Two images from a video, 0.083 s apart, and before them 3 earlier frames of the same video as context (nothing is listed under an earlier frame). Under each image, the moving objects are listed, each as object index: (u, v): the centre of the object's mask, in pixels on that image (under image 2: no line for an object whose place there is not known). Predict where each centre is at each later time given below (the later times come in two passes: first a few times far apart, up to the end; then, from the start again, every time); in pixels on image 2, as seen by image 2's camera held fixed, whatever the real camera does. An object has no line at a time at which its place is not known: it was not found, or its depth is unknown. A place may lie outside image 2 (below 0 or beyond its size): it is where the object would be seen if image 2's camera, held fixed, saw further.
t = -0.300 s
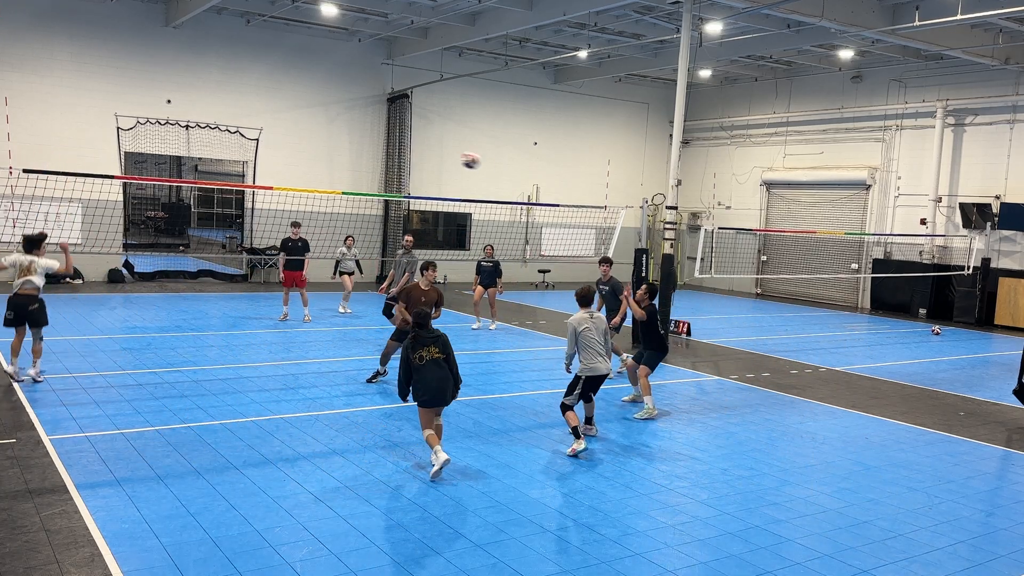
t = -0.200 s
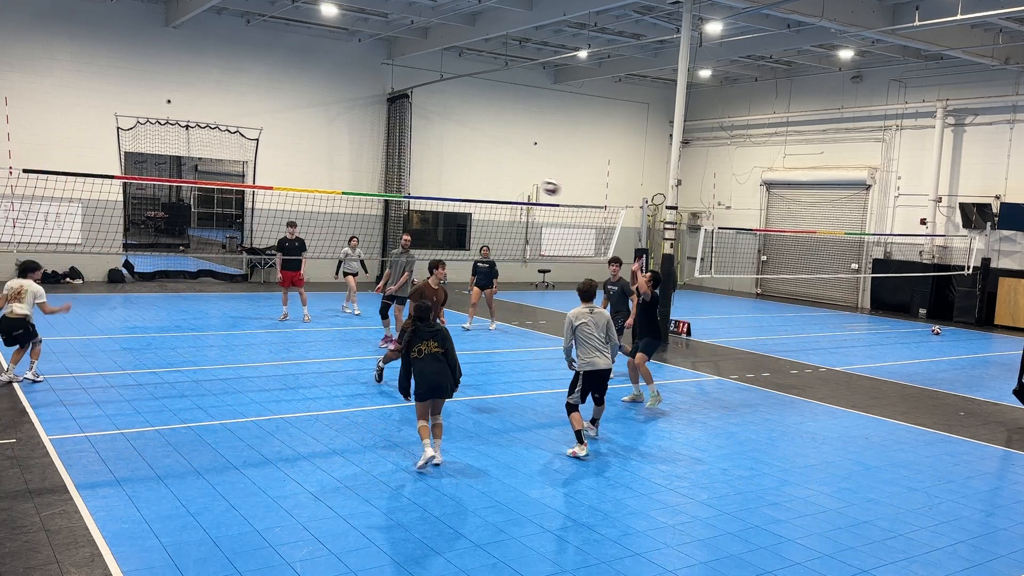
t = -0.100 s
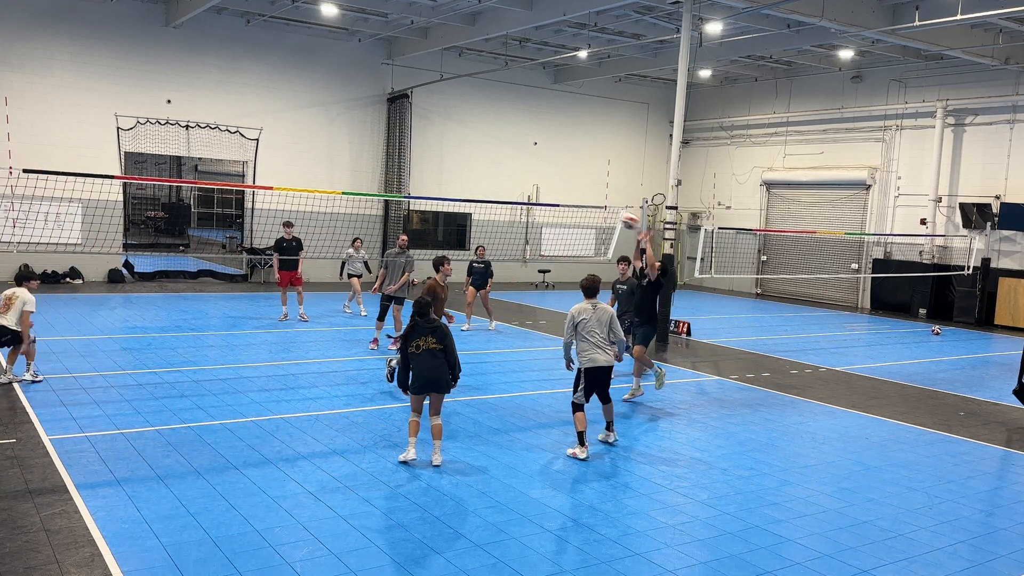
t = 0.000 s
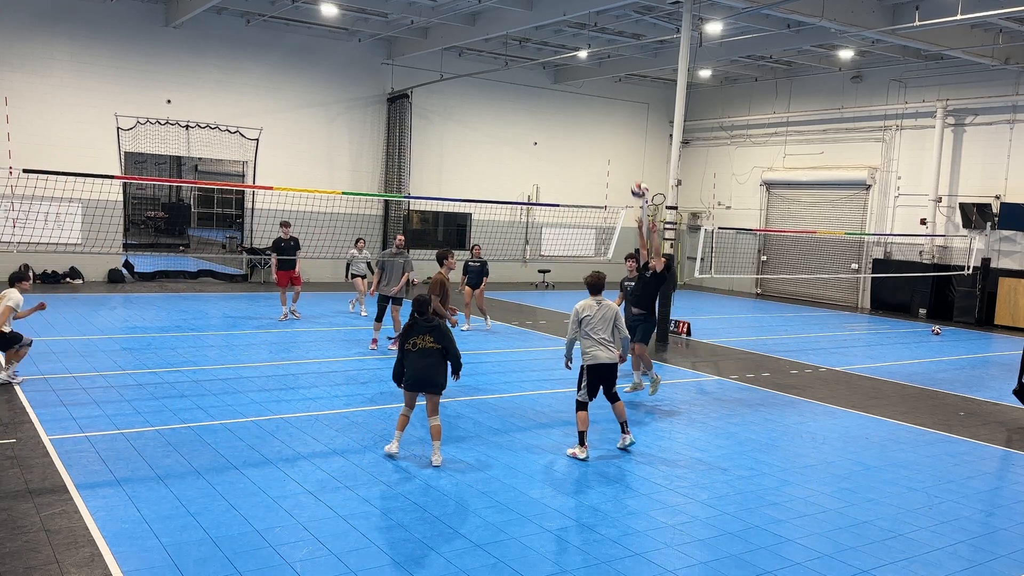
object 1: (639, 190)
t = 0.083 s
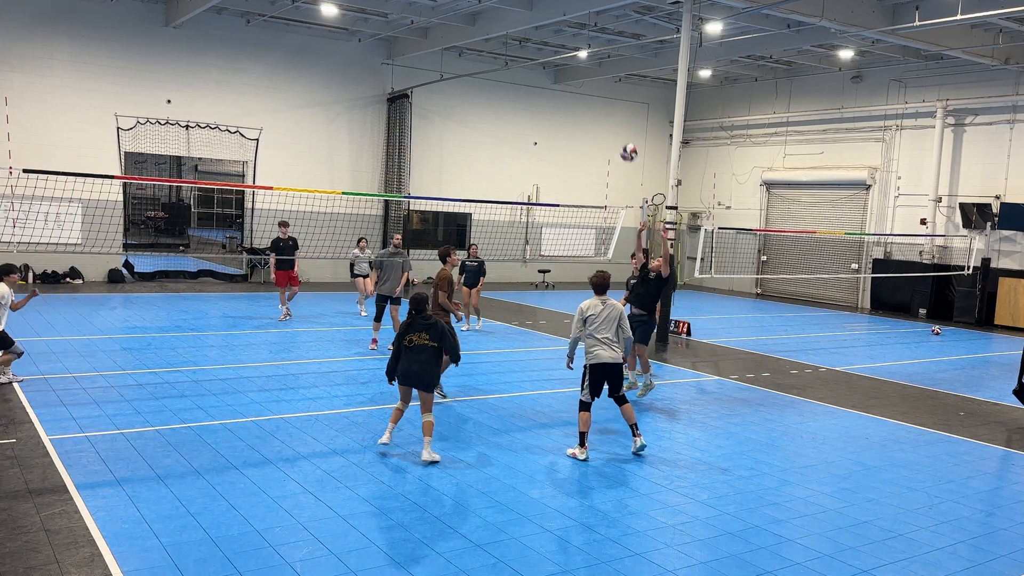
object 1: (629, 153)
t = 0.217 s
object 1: (610, 103)
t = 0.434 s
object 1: (578, 52)
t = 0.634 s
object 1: (543, 40)
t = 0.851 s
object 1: (501, 69)
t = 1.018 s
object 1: (468, 121)
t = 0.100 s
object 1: (626, 146)
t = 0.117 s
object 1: (624, 139)
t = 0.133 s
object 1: (622, 132)
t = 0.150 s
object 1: (619, 126)
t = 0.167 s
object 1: (617, 120)
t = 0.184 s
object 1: (615, 114)
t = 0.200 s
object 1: (613, 109)
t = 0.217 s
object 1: (610, 103)
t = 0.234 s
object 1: (608, 98)
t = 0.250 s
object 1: (605, 93)
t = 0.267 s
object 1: (603, 88)
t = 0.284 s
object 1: (601, 83)
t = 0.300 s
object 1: (598, 79)
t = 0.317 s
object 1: (596, 75)
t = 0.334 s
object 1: (593, 71)
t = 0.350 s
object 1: (590, 67)
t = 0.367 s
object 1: (588, 64)
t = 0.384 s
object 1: (586, 60)
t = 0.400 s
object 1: (583, 57)
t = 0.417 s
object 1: (580, 54)
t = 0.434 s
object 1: (578, 52)
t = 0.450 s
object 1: (575, 50)
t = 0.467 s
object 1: (572, 48)
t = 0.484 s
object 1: (569, 46)
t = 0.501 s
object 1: (566, 44)
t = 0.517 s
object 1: (563, 43)
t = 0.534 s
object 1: (560, 42)
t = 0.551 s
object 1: (557, 40)
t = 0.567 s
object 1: (555, 40)
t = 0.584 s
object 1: (552, 40)
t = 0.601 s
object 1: (548, 40)
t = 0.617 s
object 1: (545, 40)
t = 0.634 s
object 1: (543, 40)
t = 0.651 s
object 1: (540, 41)
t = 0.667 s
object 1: (537, 42)
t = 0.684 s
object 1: (534, 42)
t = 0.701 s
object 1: (530, 44)
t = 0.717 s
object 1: (527, 46)
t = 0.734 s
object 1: (524, 48)
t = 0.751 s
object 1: (521, 50)
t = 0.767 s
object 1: (518, 52)
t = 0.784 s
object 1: (514, 56)
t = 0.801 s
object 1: (511, 58)
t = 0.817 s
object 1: (508, 62)
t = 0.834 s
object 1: (505, 65)
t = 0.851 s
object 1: (501, 69)
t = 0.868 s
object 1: (498, 73)
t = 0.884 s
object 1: (495, 77)
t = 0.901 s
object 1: (491, 82)
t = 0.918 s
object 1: (488, 86)
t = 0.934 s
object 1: (485, 91)
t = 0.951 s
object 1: (481, 97)
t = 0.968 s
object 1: (478, 102)
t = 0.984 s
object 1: (474, 109)
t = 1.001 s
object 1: (471, 114)
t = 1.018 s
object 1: (468, 121)
